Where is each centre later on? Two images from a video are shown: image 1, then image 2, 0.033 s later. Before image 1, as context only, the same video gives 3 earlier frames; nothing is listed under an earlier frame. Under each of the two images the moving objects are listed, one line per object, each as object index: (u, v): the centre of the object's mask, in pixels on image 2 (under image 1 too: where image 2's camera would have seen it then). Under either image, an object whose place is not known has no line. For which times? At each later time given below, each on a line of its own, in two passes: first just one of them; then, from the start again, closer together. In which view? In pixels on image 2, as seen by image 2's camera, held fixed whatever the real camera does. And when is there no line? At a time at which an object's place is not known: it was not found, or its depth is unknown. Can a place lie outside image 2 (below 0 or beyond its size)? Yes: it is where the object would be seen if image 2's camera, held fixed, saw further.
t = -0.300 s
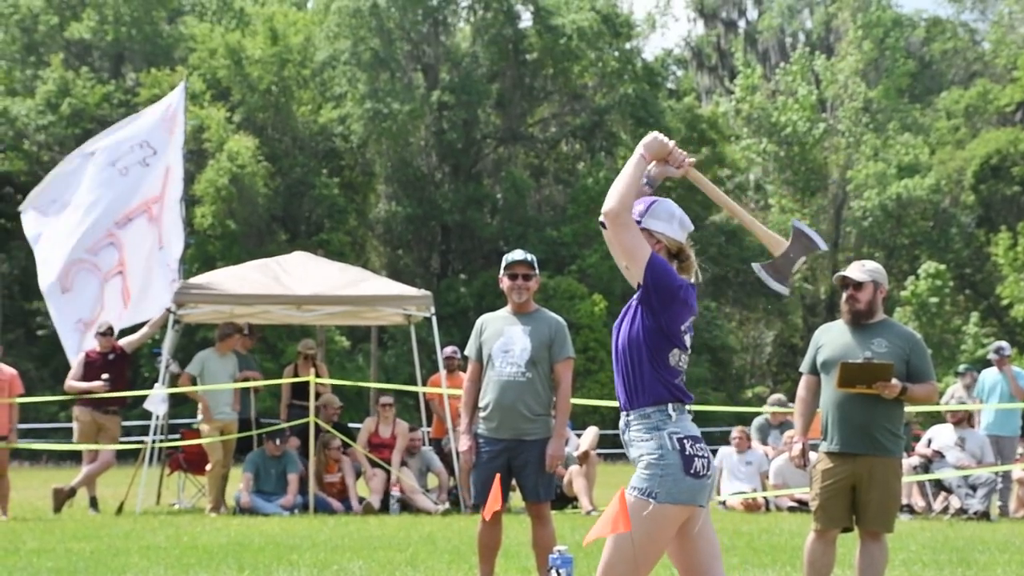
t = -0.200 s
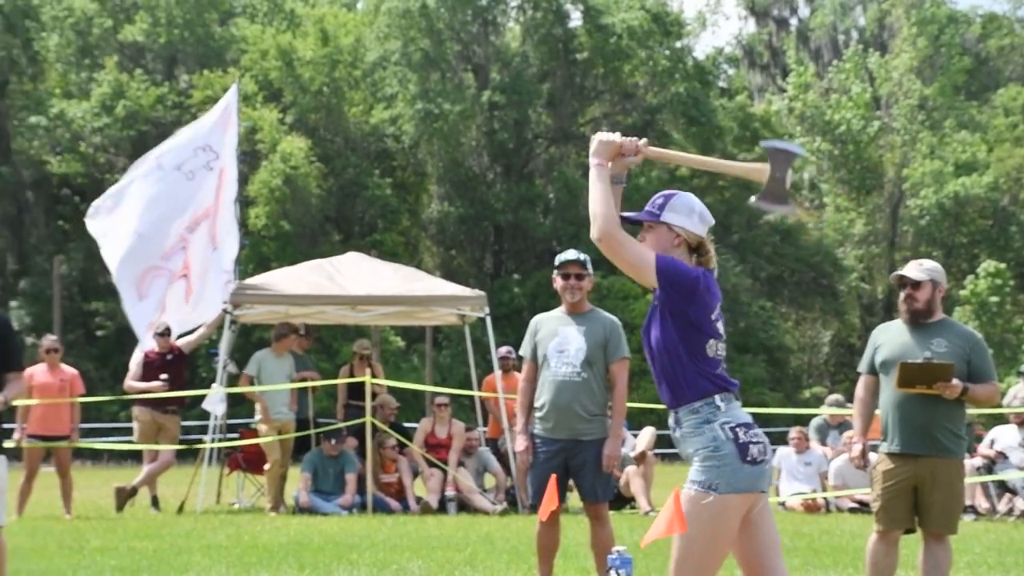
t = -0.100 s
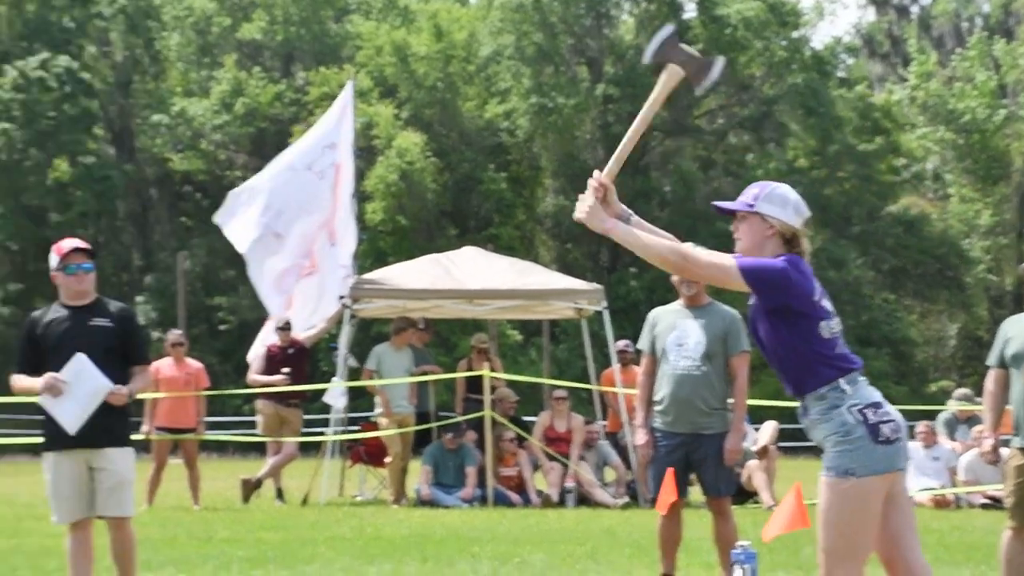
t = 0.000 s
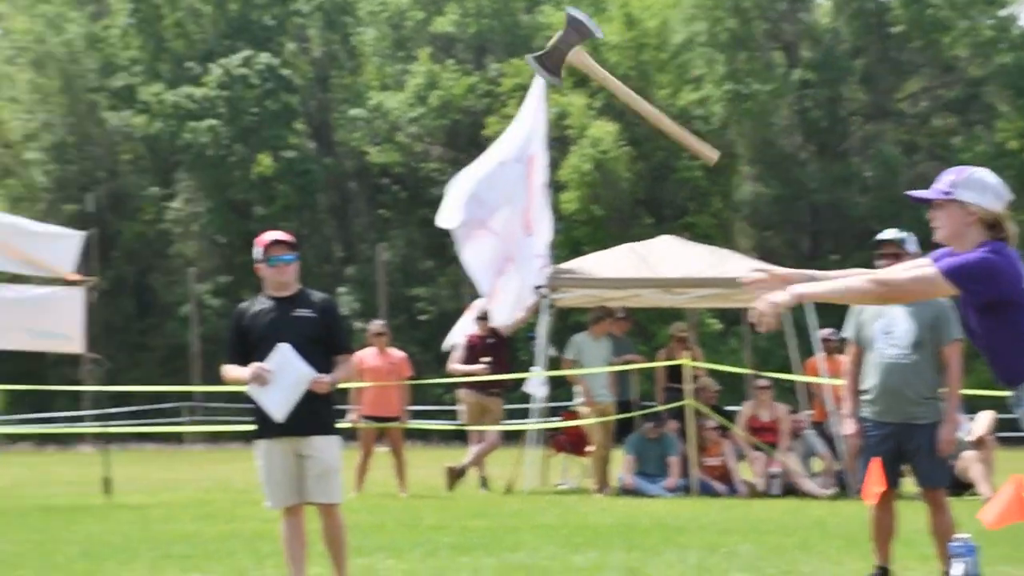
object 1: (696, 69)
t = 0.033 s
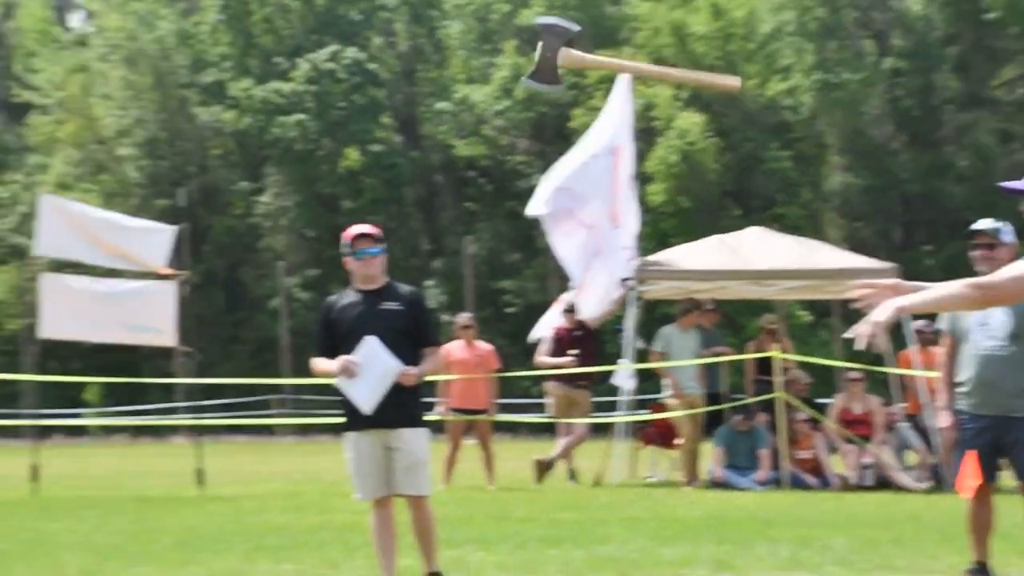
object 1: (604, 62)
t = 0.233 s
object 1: (-42, 157)
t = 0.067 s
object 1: (509, 58)
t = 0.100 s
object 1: (385, 80)
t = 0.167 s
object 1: (188, 114)
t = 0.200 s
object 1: (74, 117)
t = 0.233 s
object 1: (-42, 157)
